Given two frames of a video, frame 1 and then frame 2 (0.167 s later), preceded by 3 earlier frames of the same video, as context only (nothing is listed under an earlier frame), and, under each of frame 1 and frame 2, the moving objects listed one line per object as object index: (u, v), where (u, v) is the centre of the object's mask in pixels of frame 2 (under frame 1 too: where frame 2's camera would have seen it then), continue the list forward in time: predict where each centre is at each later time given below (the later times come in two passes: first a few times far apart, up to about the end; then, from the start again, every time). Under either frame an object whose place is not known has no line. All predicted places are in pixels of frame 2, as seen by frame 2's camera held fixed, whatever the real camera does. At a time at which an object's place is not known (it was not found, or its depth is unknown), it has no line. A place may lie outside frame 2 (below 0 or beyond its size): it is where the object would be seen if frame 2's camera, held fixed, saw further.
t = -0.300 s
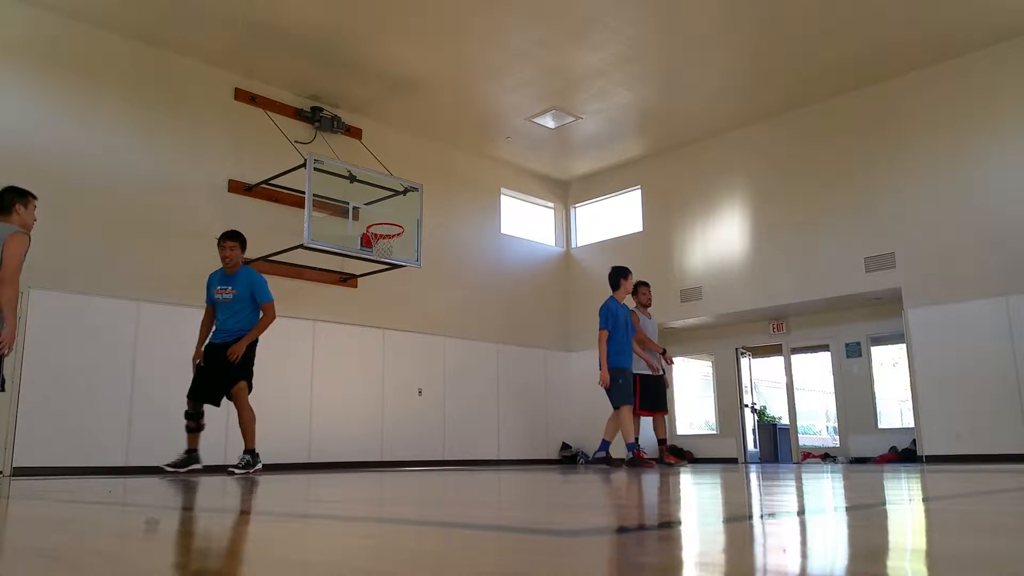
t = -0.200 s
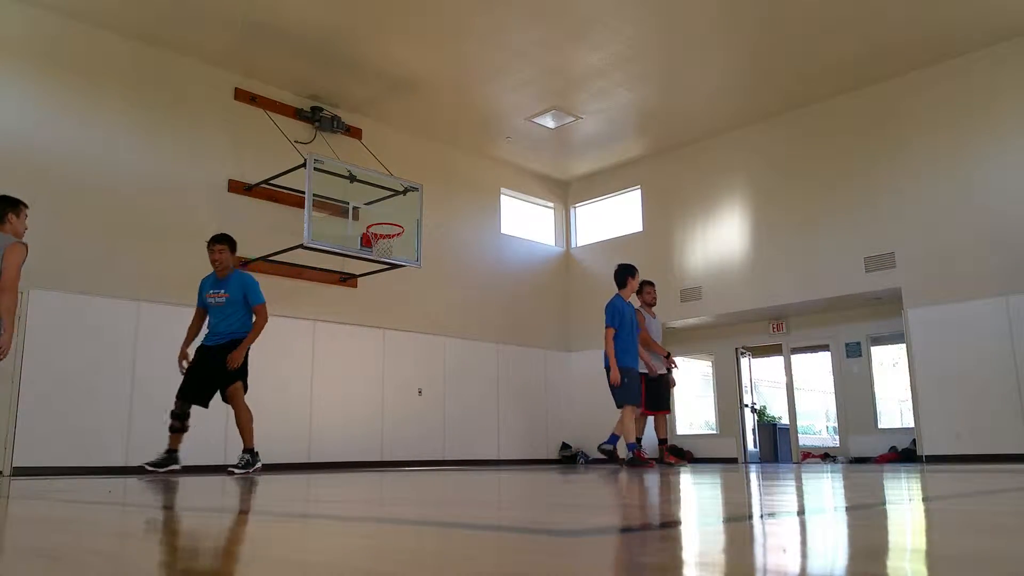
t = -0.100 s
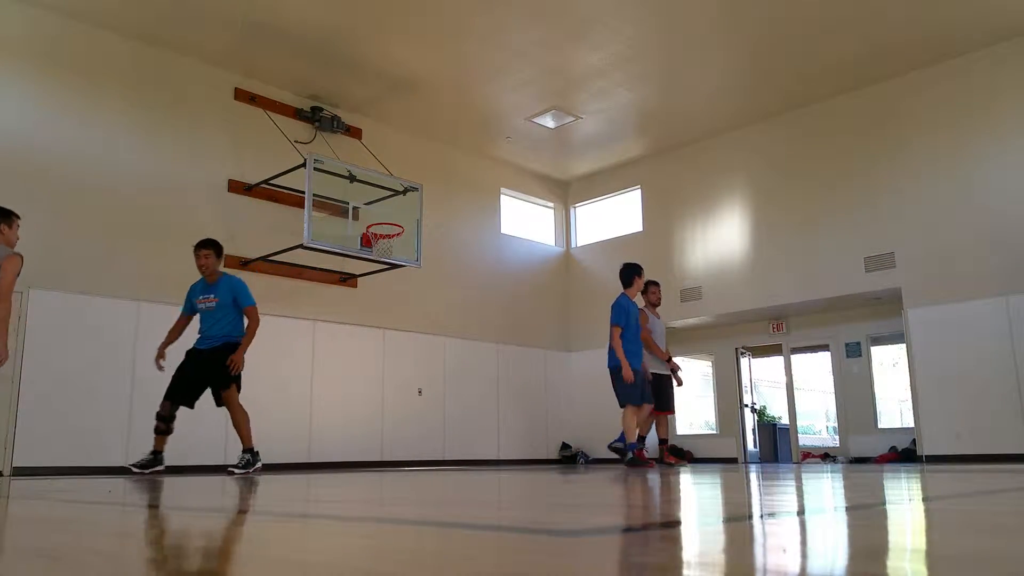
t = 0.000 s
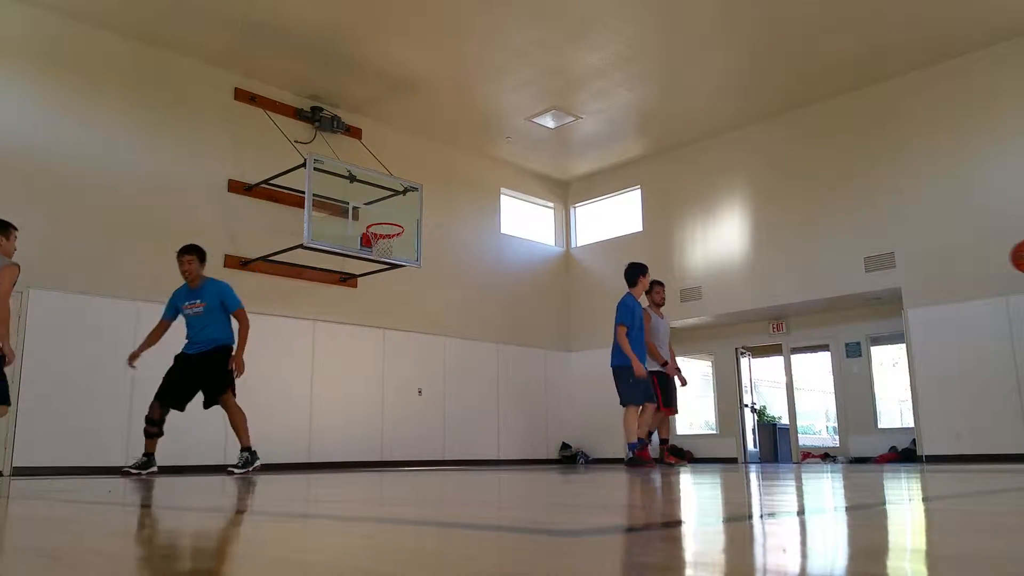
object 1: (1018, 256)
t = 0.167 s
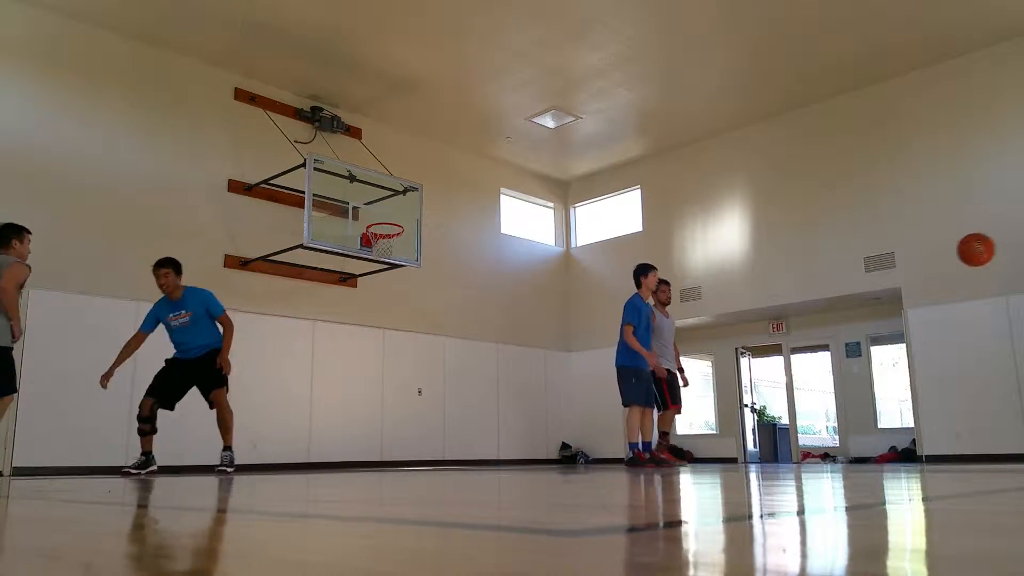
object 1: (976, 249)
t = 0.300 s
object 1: (939, 271)
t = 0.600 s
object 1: (869, 399)
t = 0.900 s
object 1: (798, 376)
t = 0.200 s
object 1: (966, 253)
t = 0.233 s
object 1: (957, 257)
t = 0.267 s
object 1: (947, 263)
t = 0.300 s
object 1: (939, 271)
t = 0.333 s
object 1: (930, 279)
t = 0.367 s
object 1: (922, 289)
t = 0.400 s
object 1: (913, 300)
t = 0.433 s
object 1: (906, 313)
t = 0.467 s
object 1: (898, 328)
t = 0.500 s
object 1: (891, 342)
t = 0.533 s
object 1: (883, 361)
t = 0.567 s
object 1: (875, 379)
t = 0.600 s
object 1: (869, 399)
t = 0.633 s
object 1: (863, 418)
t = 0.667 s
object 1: (858, 442)
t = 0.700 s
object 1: (851, 447)
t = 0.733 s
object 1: (842, 431)
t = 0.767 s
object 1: (833, 417)
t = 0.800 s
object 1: (823, 404)
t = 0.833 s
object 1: (814, 394)
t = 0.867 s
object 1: (806, 384)
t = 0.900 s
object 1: (798, 376)
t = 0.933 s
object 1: (791, 370)
